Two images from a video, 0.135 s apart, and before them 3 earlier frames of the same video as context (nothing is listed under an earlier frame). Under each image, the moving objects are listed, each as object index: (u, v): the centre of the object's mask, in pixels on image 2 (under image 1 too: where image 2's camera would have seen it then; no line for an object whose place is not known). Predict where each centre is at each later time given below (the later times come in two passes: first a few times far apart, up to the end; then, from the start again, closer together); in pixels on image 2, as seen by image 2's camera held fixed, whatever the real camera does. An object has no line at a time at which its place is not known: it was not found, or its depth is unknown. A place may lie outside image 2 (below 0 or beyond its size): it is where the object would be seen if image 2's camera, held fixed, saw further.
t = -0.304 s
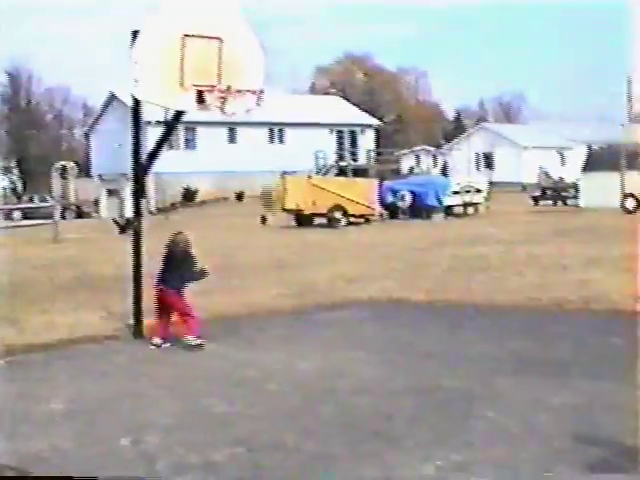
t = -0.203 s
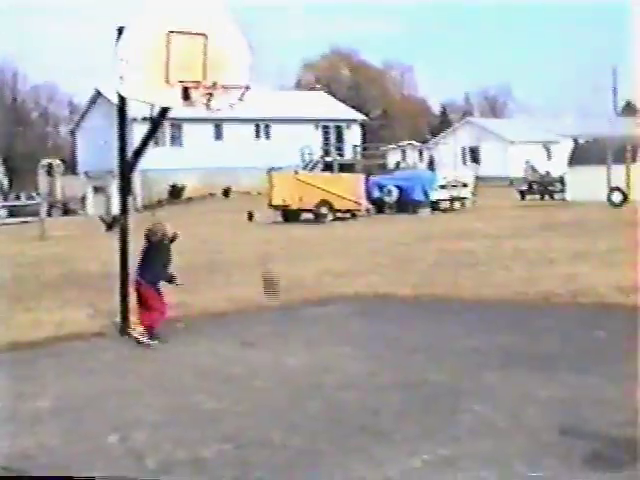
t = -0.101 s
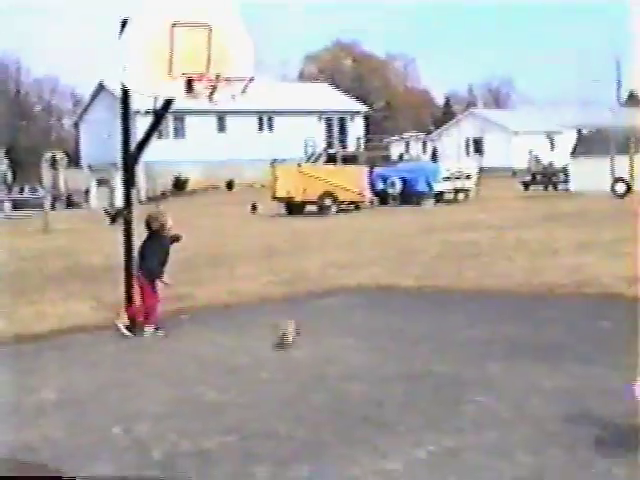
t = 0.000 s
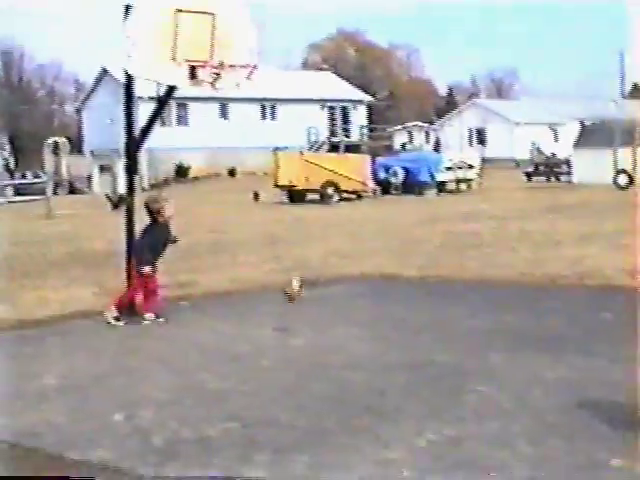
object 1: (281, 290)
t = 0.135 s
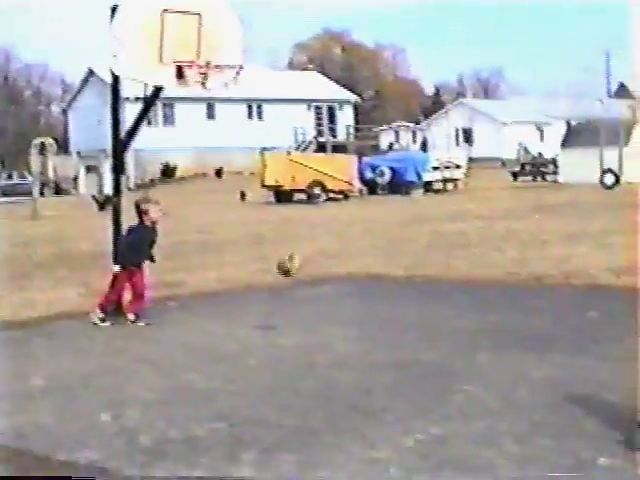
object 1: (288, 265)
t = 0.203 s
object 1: (292, 262)
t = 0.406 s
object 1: (308, 288)
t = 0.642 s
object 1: (322, 319)
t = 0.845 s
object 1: (330, 333)
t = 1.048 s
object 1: (341, 337)
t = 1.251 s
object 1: (347, 340)
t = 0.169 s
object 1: (290, 262)
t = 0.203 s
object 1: (292, 262)
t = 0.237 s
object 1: (295, 263)
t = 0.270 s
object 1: (297, 264)
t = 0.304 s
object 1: (301, 267)
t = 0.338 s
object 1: (302, 272)
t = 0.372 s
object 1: (305, 279)
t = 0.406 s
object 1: (308, 288)
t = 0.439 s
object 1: (310, 297)
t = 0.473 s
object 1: (312, 309)
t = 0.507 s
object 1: (316, 322)
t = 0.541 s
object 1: (316, 332)
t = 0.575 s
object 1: (320, 329)
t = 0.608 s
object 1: (321, 323)
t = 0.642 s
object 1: (322, 319)
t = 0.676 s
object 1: (324, 318)
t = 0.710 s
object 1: (326, 318)
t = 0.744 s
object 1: (327, 318)
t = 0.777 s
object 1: (329, 320)
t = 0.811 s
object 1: (330, 325)
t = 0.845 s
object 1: (330, 333)
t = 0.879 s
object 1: (332, 336)
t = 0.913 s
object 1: (334, 336)
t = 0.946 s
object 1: (336, 334)
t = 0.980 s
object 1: (338, 333)
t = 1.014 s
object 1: (339, 335)
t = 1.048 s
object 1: (341, 337)
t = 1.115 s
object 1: (343, 337)
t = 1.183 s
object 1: (345, 340)
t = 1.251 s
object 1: (347, 340)
